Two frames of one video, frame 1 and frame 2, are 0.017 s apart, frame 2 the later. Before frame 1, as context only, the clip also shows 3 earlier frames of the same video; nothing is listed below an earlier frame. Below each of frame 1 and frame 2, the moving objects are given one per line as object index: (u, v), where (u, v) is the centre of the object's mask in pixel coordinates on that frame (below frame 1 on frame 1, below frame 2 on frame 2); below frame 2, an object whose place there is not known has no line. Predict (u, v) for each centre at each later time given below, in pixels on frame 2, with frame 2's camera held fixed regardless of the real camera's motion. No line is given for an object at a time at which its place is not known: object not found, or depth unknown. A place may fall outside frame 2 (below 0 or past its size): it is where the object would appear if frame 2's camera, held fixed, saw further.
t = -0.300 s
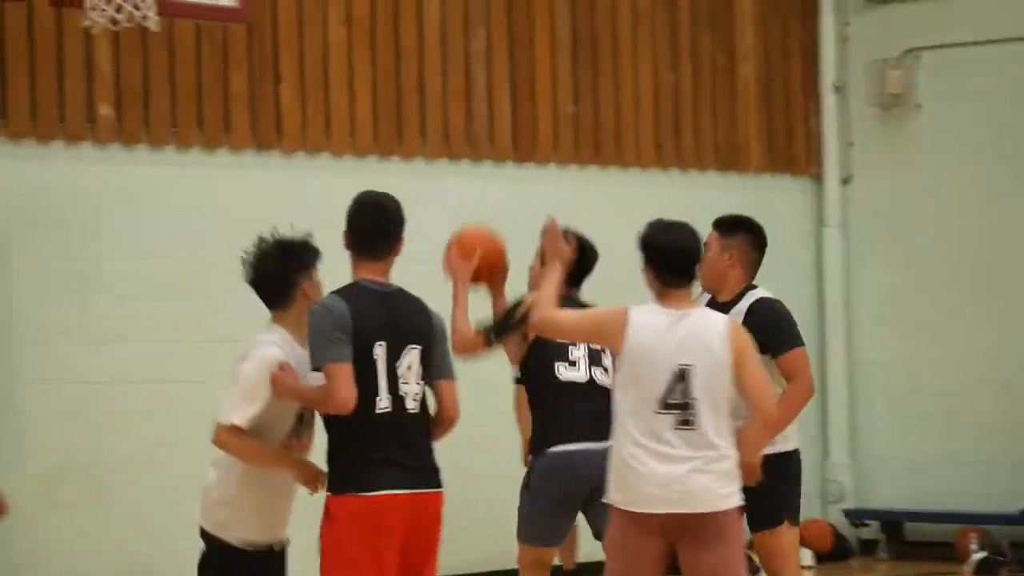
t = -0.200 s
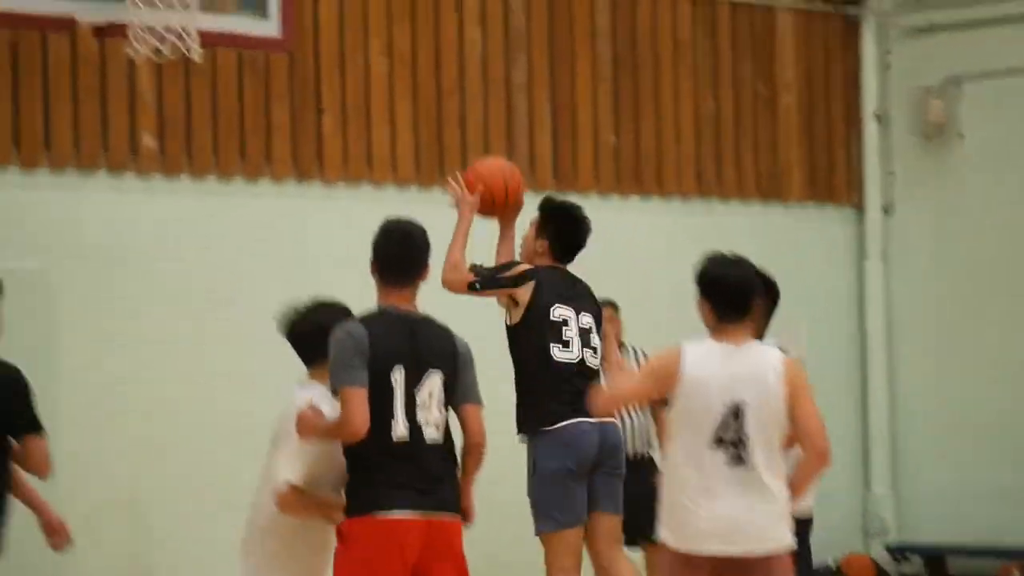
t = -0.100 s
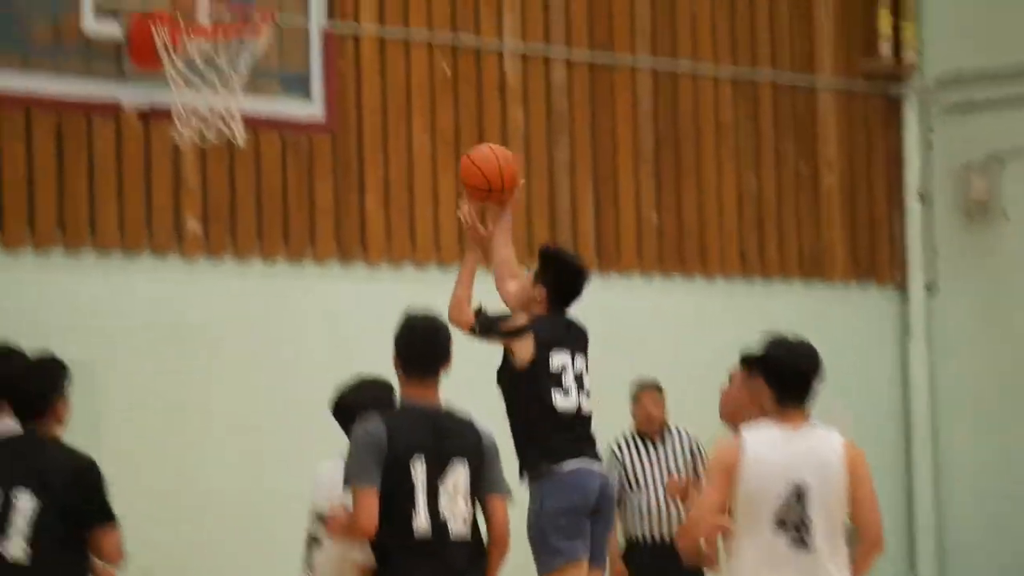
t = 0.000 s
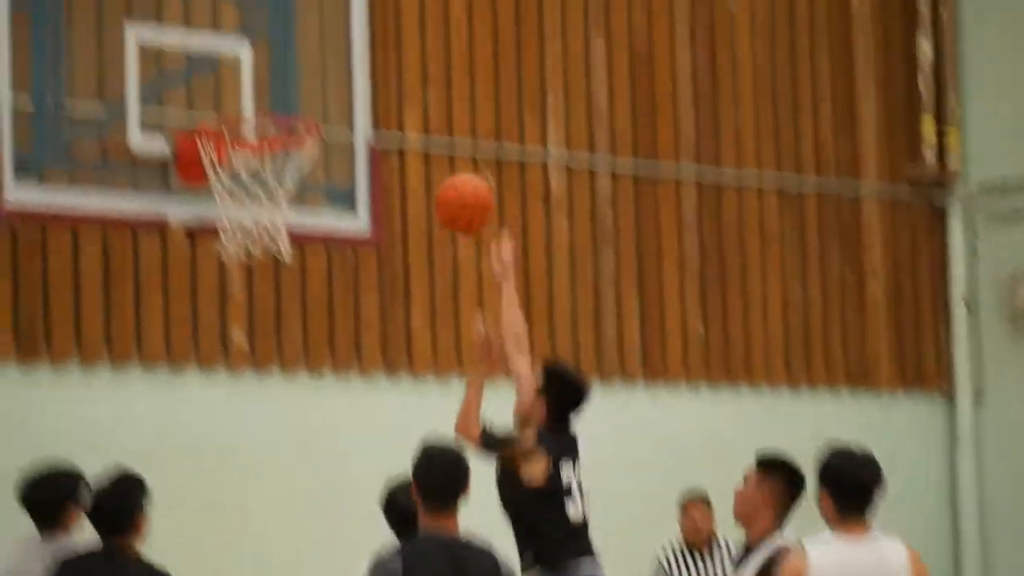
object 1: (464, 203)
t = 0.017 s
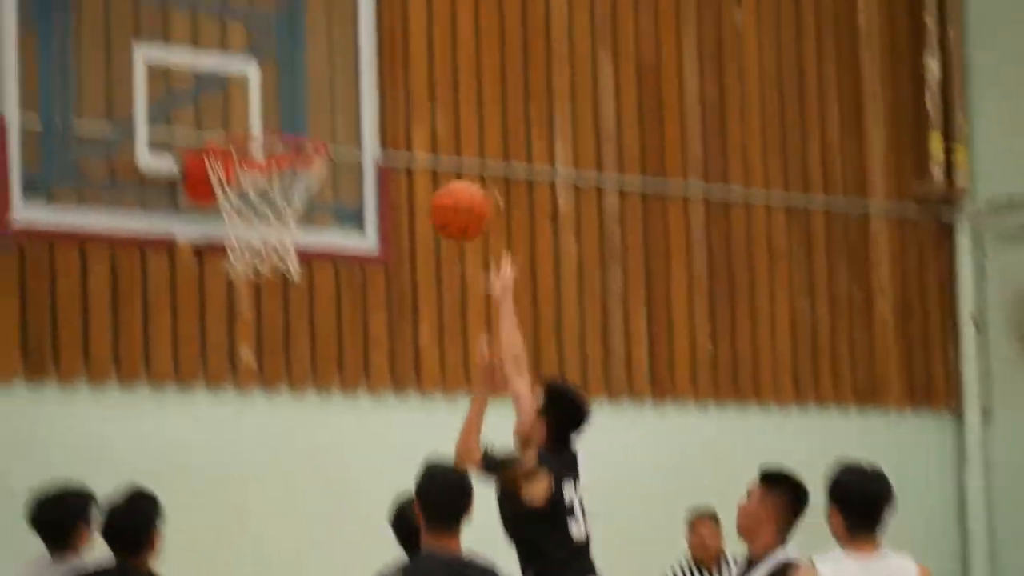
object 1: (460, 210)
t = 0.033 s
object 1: (447, 200)
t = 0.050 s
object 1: (435, 191)
